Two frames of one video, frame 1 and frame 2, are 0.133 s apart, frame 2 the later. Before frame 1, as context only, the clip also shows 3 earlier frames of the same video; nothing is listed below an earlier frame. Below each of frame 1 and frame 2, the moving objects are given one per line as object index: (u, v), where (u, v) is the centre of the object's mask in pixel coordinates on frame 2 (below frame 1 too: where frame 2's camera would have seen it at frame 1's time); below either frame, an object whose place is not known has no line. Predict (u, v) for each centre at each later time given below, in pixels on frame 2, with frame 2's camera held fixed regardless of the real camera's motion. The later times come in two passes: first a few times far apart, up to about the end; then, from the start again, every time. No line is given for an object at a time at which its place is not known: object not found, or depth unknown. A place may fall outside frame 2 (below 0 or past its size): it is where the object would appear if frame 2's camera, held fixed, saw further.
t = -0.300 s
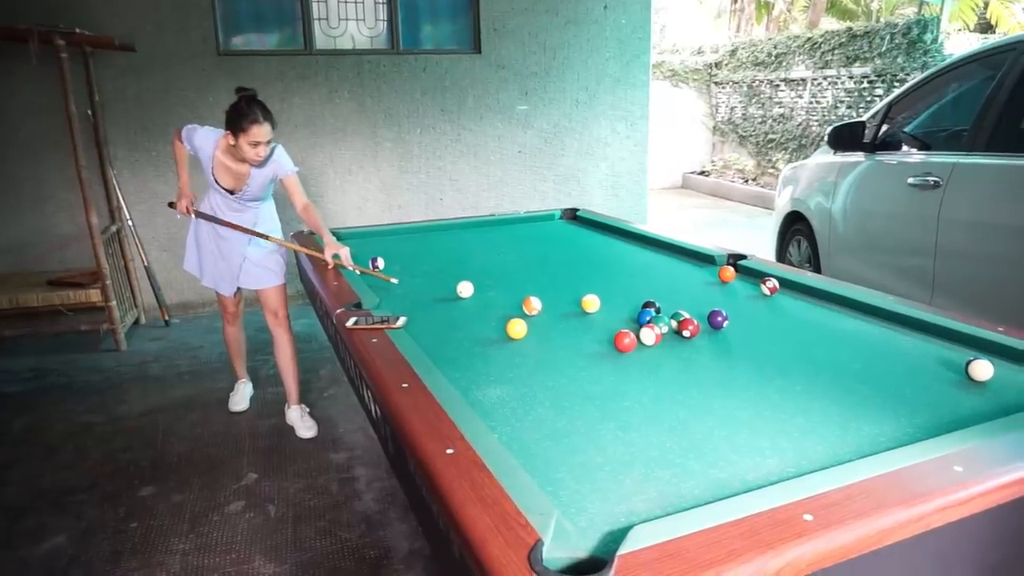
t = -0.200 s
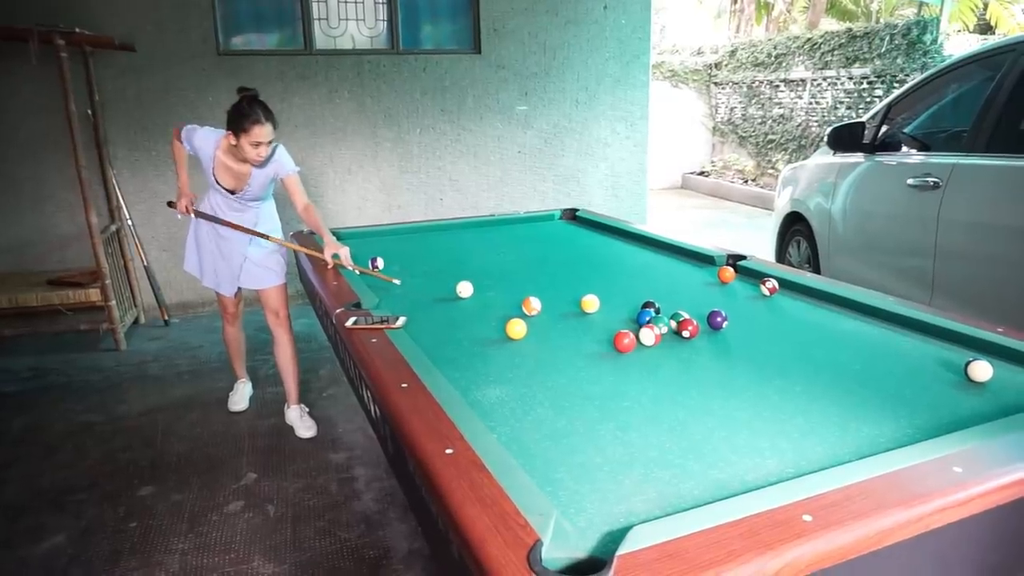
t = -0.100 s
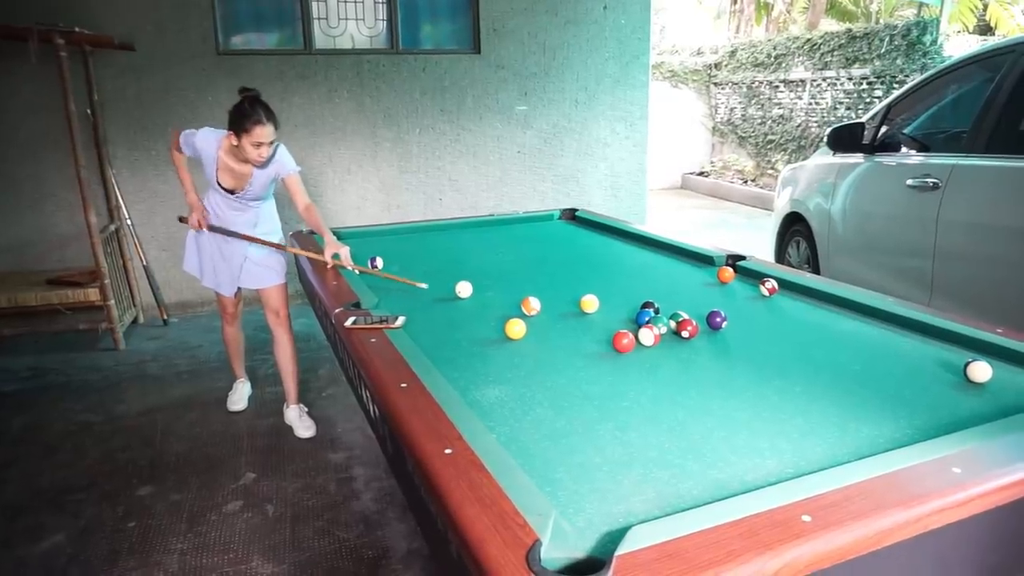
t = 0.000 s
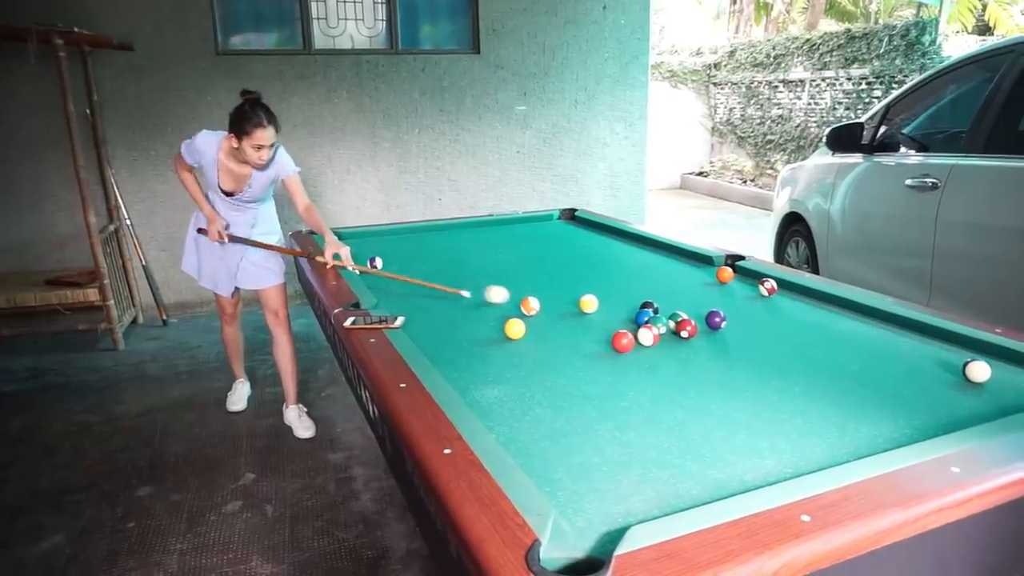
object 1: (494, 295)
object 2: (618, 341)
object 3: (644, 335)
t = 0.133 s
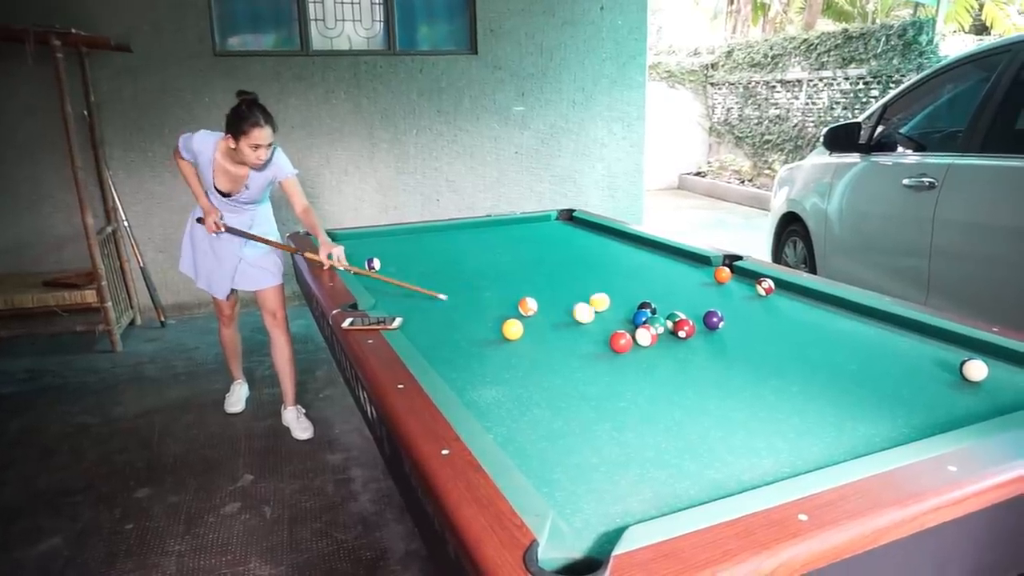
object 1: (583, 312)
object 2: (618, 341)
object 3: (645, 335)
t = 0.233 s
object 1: (625, 327)
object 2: (618, 341)
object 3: (646, 336)
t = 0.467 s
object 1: (615, 336)
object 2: (619, 357)
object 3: (769, 357)
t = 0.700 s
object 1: (617, 343)
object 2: (618, 375)
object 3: (886, 378)
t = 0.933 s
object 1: (620, 350)
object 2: (617, 395)
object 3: (1023, 400)
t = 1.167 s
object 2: (616, 417)
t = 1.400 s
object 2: (616, 441)
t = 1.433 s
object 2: (617, 445)
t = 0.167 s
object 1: (597, 319)
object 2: (618, 341)
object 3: (645, 335)
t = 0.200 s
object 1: (611, 324)
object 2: (618, 341)
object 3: (644, 335)
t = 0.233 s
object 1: (625, 327)
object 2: (618, 341)
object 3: (646, 336)
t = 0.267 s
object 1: (624, 329)
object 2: (619, 342)
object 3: (662, 339)
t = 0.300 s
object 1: (620, 330)
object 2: (618, 345)
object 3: (683, 342)
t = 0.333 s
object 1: (617, 331)
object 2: (617, 348)
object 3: (701, 345)
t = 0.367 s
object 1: (616, 333)
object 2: (618, 350)
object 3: (720, 348)
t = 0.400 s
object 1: (615, 333)
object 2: (618, 353)
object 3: (737, 351)
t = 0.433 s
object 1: (615, 335)
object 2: (619, 355)
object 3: (753, 354)
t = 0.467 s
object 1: (615, 336)
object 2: (619, 357)
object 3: (769, 357)
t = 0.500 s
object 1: (616, 337)
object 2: (619, 359)
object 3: (785, 360)
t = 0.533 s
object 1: (616, 338)
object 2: (619, 362)
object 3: (801, 363)
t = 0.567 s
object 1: (616, 339)
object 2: (619, 364)
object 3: (817, 366)
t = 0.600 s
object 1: (616, 340)
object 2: (618, 367)
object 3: (833, 369)
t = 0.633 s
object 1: (617, 341)
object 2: (618, 370)
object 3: (850, 372)
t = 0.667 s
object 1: (617, 342)
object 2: (618, 372)
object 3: (868, 375)
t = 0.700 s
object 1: (617, 343)
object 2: (618, 375)
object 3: (886, 378)
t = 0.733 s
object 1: (618, 344)
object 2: (618, 378)
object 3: (905, 382)
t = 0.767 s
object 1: (618, 345)
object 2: (617, 380)
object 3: (923, 385)
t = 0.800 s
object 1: (619, 346)
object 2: (617, 383)
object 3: (942, 389)
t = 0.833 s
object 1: (619, 347)
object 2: (617, 386)
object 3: (963, 392)
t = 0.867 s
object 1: (619, 348)
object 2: (617, 389)
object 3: (984, 396)
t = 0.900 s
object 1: (619, 349)
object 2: (617, 391)
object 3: (1003, 400)
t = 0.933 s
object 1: (620, 350)
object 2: (617, 395)
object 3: (1023, 400)
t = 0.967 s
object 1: (620, 350)
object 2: (617, 398)
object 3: (1022, 398)
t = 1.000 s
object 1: (621, 352)
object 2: (617, 401)
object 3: (1017, 396)
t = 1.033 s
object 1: (621, 352)
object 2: (617, 404)
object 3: (1013, 392)
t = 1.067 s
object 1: (621, 353)
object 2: (617, 407)
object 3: (1009, 389)
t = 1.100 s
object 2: (616, 410)
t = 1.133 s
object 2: (616, 413)
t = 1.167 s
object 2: (616, 417)
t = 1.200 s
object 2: (616, 420)
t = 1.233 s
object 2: (616, 423)
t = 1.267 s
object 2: (616, 427)
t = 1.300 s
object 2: (616, 430)
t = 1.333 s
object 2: (616, 434)
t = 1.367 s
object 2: (616, 437)
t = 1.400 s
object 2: (616, 441)
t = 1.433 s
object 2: (617, 445)
